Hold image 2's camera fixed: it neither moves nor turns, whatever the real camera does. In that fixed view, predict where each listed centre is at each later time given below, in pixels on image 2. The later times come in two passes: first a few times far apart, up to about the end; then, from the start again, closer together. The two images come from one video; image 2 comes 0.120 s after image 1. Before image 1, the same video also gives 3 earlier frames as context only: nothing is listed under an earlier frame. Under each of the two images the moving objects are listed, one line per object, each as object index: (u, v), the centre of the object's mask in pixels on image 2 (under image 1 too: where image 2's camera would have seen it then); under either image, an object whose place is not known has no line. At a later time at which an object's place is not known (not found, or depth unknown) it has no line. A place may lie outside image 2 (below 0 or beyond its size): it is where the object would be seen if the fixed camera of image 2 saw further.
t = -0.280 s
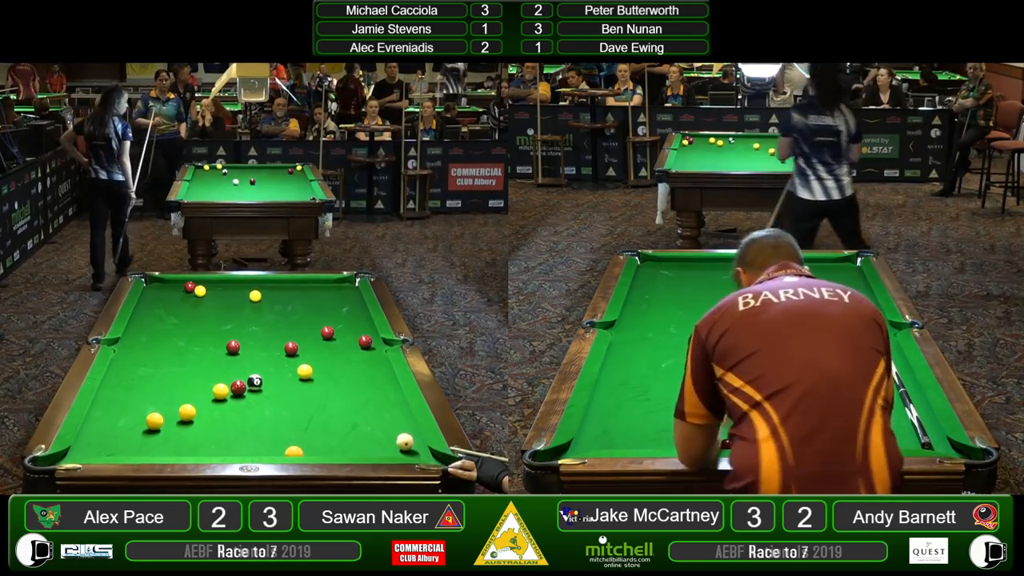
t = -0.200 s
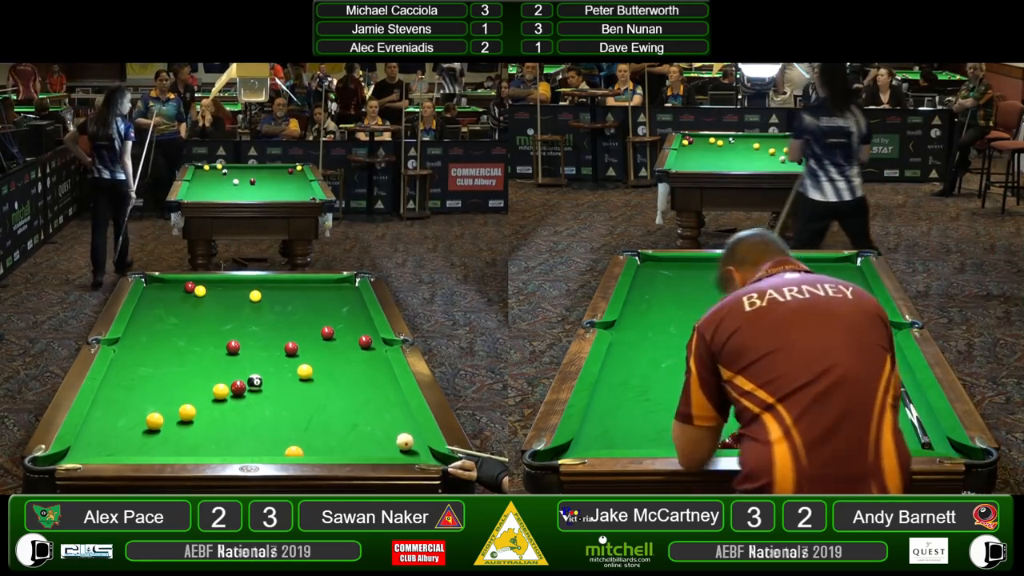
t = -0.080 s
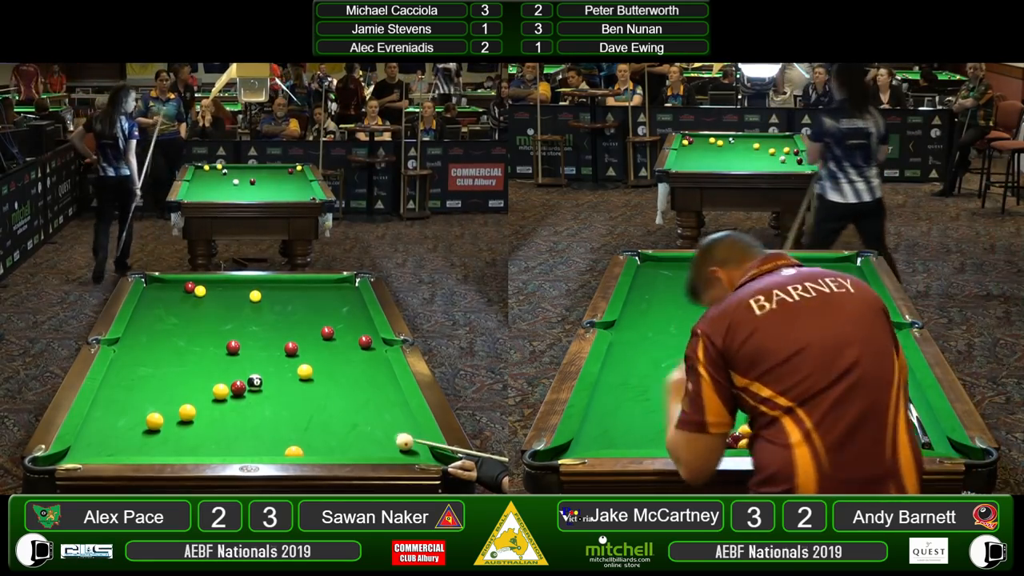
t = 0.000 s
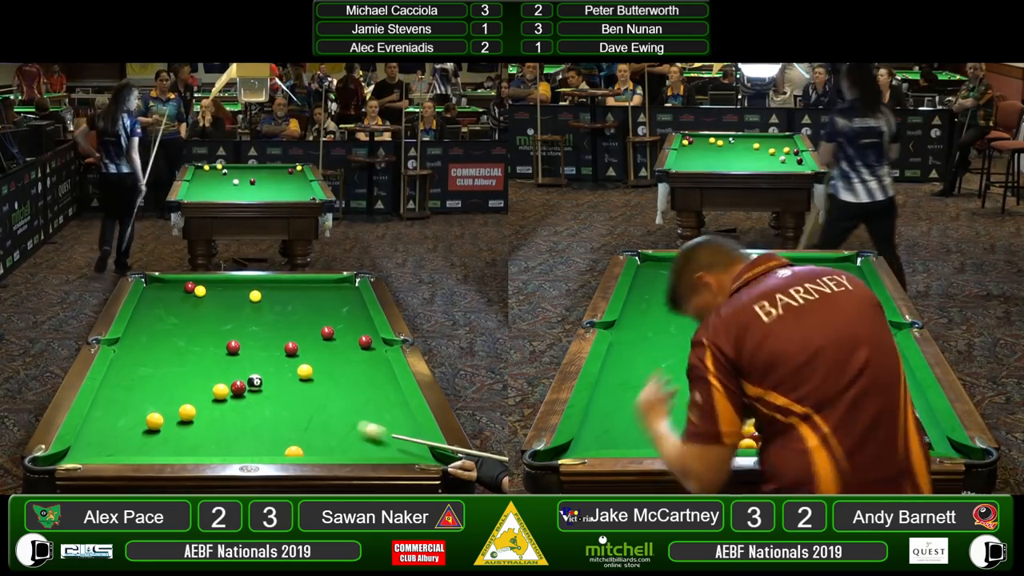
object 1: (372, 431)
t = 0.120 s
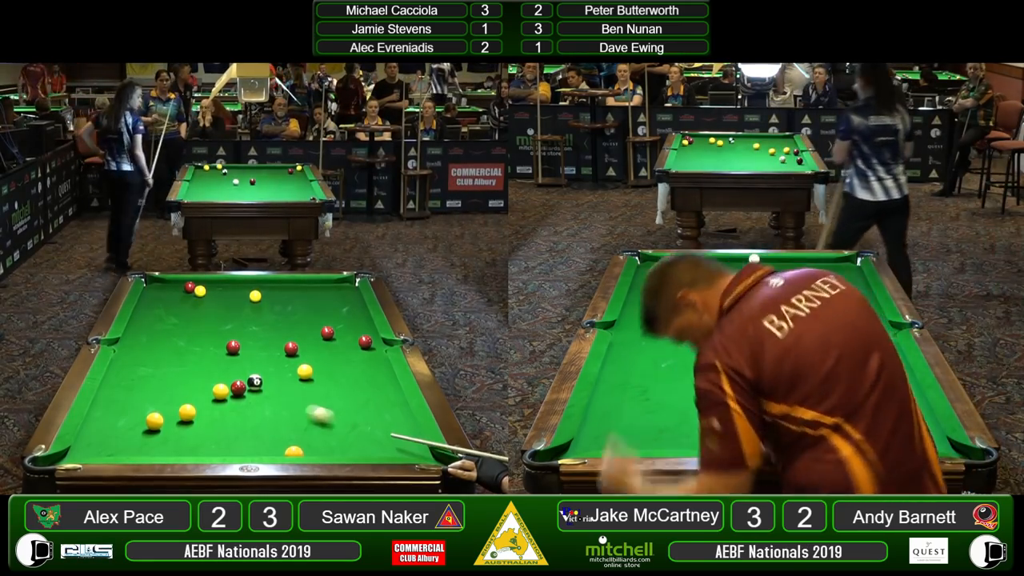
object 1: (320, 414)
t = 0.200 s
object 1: (288, 404)
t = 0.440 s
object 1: (246, 392)
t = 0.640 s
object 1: (235, 388)
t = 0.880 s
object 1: (222, 381)
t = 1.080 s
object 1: (211, 381)
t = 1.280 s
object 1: (203, 379)
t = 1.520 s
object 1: (195, 377)
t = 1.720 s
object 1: (189, 375)
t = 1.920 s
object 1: (184, 374)
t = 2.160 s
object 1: (179, 373)
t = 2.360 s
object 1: (177, 372)
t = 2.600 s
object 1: (175, 372)
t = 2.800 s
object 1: (174, 372)
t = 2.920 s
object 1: (174, 372)
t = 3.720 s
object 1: (175, 372)
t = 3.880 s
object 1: (175, 372)
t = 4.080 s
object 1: (175, 372)
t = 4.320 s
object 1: (175, 372)
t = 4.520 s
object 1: (175, 372)
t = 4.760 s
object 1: (175, 372)
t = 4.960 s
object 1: (175, 372)
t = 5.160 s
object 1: (175, 372)
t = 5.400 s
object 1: (175, 372)
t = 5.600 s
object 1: (175, 372)
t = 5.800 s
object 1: (175, 372)
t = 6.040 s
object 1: (175, 372)
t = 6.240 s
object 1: (175, 372)
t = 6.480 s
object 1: (175, 372)
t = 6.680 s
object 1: (175, 372)
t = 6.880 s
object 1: (175, 372)
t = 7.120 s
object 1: (175, 372)
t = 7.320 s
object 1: (175, 372)
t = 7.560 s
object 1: (175, 372)
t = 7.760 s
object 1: (175, 372)
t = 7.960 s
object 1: (175, 372)
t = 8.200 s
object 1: (175, 372)
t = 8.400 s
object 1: (175, 372)
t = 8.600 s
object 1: (175, 372)
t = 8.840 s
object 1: (175, 372)
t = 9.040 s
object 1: (175, 372)
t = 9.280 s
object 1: (175, 372)
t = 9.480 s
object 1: (175, 372)
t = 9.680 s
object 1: (175, 372)
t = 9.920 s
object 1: (175, 372)
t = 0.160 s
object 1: (304, 409)
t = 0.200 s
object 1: (288, 404)
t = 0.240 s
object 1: (273, 400)
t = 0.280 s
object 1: (259, 395)
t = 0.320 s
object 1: (249, 392)
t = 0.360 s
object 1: (249, 393)
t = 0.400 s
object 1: (248, 393)
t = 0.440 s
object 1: (246, 392)
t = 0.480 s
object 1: (244, 391)
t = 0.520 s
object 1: (241, 390)
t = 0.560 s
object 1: (239, 390)
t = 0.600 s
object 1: (237, 389)
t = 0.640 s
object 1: (235, 388)
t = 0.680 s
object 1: (233, 387)
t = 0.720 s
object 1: (231, 386)
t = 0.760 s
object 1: (229, 384)
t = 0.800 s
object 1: (227, 383)
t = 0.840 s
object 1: (225, 382)
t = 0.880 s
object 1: (222, 381)
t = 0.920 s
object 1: (219, 381)
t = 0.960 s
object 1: (217, 380)
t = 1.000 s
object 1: (215, 381)
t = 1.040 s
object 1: (213, 380)
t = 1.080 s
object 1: (211, 381)
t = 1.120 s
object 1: (210, 380)
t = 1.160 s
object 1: (208, 380)
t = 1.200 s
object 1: (207, 380)
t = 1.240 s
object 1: (205, 380)
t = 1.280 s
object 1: (203, 379)
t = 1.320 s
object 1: (202, 379)
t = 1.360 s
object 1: (200, 378)
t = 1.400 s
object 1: (199, 378)
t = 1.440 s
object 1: (198, 377)
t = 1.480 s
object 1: (196, 377)
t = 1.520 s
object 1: (195, 377)
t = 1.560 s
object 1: (194, 376)
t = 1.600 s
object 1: (192, 376)
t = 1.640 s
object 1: (191, 376)
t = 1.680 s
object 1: (190, 375)
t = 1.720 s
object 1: (189, 375)
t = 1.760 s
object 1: (188, 375)
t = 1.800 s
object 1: (187, 375)
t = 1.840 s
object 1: (186, 374)
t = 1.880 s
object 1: (185, 374)
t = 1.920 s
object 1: (184, 374)
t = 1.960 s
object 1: (183, 374)
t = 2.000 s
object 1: (182, 374)
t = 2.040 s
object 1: (181, 373)
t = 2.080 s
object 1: (181, 373)
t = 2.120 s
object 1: (180, 373)
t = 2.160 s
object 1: (179, 373)
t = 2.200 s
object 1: (179, 373)
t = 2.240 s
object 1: (178, 373)
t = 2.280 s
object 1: (178, 373)
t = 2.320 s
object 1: (177, 372)
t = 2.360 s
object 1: (177, 372)
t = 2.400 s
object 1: (176, 372)
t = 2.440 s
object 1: (176, 372)
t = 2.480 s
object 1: (175, 372)
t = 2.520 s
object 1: (175, 372)
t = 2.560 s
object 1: (175, 372)
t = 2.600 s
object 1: (175, 372)
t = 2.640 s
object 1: (174, 372)
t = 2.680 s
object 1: (174, 372)
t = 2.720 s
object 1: (174, 372)
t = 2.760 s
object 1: (174, 372)
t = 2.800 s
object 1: (174, 372)
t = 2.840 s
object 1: (174, 372)
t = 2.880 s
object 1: (174, 372)
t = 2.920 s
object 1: (174, 372)
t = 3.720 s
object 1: (175, 372)
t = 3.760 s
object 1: (175, 372)
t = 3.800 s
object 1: (175, 372)
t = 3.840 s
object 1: (175, 372)
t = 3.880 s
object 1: (175, 372)
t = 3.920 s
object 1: (175, 371)
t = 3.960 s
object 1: (175, 372)
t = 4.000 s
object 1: (175, 372)
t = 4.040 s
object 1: (175, 372)
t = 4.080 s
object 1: (175, 372)
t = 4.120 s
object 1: (175, 372)
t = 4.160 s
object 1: (175, 372)
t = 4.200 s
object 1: (175, 372)
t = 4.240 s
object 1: (175, 372)
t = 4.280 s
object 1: (175, 372)
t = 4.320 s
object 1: (175, 372)
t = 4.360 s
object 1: (175, 372)
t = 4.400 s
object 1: (175, 372)
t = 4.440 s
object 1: (175, 372)
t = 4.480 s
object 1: (175, 372)
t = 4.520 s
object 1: (175, 372)
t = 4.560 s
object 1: (175, 372)
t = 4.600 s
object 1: (175, 372)
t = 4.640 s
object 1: (175, 372)
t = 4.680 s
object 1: (175, 372)
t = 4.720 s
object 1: (175, 372)
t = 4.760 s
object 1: (175, 372)
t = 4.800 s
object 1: (175, 372)
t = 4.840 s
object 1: (175, 372)
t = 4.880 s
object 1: (175, 372)
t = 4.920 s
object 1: (175, 372)
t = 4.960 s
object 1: (175, 372)
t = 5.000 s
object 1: (175, 372)
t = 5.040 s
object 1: (175, 372)
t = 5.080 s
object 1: (175, 372)
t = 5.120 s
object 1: (175, 372)
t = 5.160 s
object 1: (175, 372)
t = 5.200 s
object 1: (175, 372)
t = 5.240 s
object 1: (175, 372)
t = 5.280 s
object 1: (175, 372)
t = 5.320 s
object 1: (175, 372)
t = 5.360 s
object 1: (175, 372)
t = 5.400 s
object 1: (175, 372)
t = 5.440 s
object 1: (175, 372)
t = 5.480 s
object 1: (175, 372)
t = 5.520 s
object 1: (175, 372)
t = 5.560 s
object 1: (175, 372)
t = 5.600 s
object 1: (175, 372)
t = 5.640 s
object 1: (175, 372)
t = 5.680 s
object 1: (175, 372)
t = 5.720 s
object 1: (175, 372)
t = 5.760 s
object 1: (175, 372)
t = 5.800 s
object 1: (175, 372)
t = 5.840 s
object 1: (175, 372)
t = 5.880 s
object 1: (175, 372)
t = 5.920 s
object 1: (175, 372)
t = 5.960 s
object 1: (175, 372)
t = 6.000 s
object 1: (175, 372)
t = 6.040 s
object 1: (175, 372)
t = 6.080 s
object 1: (175, 372)
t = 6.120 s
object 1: (175, 372)
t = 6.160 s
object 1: (175, 372)
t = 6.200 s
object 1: (175, 372)
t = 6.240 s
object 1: (175, 372)
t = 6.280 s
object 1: (175, 372)
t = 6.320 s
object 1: (175, 372)
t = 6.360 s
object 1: (175, 372)
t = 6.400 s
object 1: (175, 372)
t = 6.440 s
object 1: (175, 372)
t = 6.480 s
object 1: (175, 372)
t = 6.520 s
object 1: (175, 372)
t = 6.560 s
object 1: (175, 372)
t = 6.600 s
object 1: (175, 372)
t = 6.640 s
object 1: (175, 372)
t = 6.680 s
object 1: (175, 372)
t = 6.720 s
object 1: (175, 372)
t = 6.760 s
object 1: (175, 372)
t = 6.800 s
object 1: (175, 372)
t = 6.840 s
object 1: (175, 372)
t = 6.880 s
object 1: (175, 372)
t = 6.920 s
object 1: (175, 372)
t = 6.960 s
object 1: (175, 372)
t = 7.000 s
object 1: (175, 372)
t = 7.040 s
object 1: (175, 372)
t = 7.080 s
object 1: (175, 372)
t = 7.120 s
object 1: (175, 372)
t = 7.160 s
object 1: (175, 372)
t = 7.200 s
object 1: (175, 372)
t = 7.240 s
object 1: (175, 372)
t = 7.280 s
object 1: (175, 372)
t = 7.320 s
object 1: (175, 372)
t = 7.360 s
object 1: (175, 372)
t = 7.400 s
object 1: (175, 372)
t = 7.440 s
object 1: (175, 372)
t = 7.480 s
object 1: (175, 372)
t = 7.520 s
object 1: (175, 372)
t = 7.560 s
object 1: (175, 372)
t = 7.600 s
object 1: (175, 372)
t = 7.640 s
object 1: (175, 372)
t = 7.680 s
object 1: (175, 372)
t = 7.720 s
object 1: (175, 372)
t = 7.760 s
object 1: (175, 372)
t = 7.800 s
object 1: (175, 372)
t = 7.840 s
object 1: (175, 372)
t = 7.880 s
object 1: (175, 372)
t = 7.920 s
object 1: (175, 372)
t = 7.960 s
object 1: (175, 372)
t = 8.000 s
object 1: (175, 372)
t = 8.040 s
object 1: (175, 372)
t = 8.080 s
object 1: (175, 372)
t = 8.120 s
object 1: (175, 372)
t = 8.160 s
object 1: (175, 372)
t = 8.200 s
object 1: (175, 372)
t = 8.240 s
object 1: (175, 372)
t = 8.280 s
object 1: (175, 372)
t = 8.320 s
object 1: (175, 372)
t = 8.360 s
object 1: (175, 372)
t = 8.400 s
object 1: (175, 372)
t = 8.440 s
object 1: (175, 372)
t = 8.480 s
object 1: (175, 372)
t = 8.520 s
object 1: (175, 372)
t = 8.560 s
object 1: (175, 372)
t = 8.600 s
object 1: (175, 372)
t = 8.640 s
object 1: (175, 372)
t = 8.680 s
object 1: (175, 372)
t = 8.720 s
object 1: (175, 372)
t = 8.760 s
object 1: (175, 372)
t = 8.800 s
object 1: (175, 372)
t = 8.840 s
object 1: (175, 372)
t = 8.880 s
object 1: (175, 372)
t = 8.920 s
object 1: (175, 372)
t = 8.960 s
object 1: (175, 372)
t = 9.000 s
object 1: (175, 372)
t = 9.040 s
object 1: (175, 372)
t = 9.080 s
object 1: (175, 372)
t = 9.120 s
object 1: (175, 372)
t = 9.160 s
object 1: (175, 372)
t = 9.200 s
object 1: (175, 372)
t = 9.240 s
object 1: (175, 372)
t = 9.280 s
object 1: (175, 372)
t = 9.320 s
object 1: (175, 372)
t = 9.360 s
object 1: (175, 372)
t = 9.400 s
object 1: (175, 372)
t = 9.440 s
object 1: (175, 372)
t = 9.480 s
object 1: (175, 372)
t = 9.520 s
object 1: (175, 372)
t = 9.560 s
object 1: (175, 372)
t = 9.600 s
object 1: (175, 372)
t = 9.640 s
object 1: (175, 372)
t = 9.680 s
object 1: (175, 372)
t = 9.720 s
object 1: (175, 372)
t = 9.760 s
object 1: (175, 372)
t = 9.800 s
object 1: (175, 372)
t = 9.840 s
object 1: (175, 372)
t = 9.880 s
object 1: (175, 372)
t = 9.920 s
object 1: (175, 372)
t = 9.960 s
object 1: (175, 372)
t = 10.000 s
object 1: (175, 372)
